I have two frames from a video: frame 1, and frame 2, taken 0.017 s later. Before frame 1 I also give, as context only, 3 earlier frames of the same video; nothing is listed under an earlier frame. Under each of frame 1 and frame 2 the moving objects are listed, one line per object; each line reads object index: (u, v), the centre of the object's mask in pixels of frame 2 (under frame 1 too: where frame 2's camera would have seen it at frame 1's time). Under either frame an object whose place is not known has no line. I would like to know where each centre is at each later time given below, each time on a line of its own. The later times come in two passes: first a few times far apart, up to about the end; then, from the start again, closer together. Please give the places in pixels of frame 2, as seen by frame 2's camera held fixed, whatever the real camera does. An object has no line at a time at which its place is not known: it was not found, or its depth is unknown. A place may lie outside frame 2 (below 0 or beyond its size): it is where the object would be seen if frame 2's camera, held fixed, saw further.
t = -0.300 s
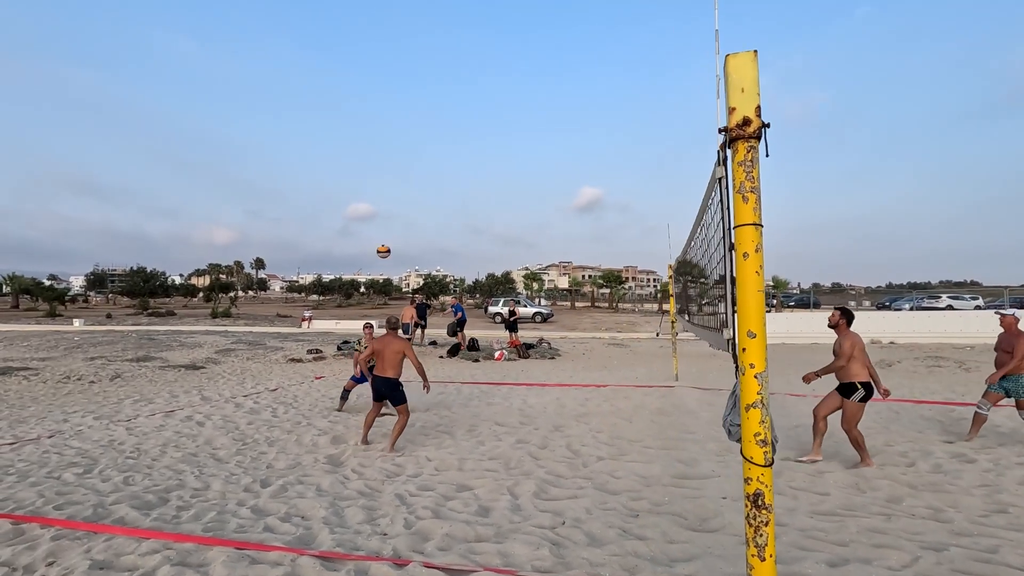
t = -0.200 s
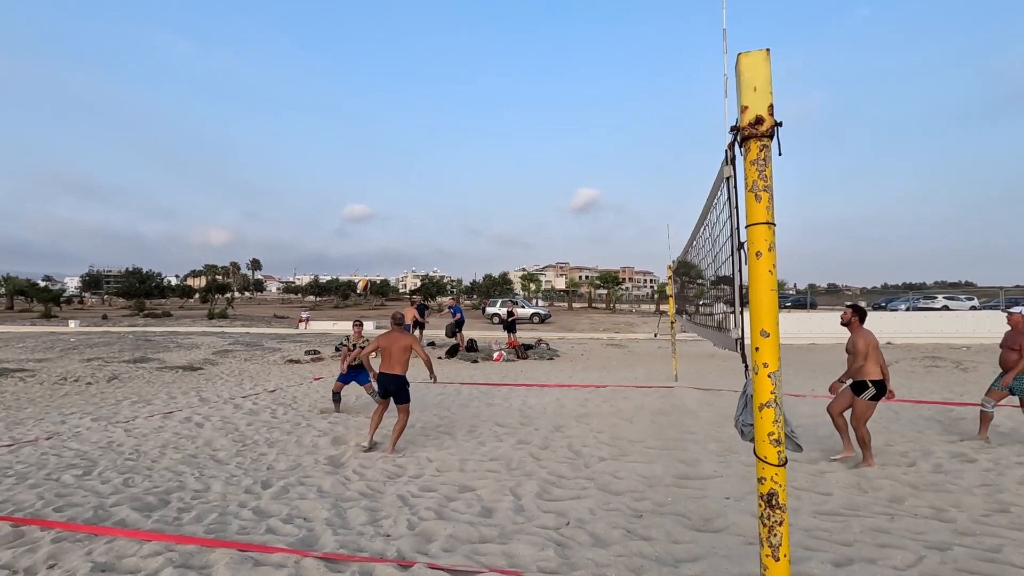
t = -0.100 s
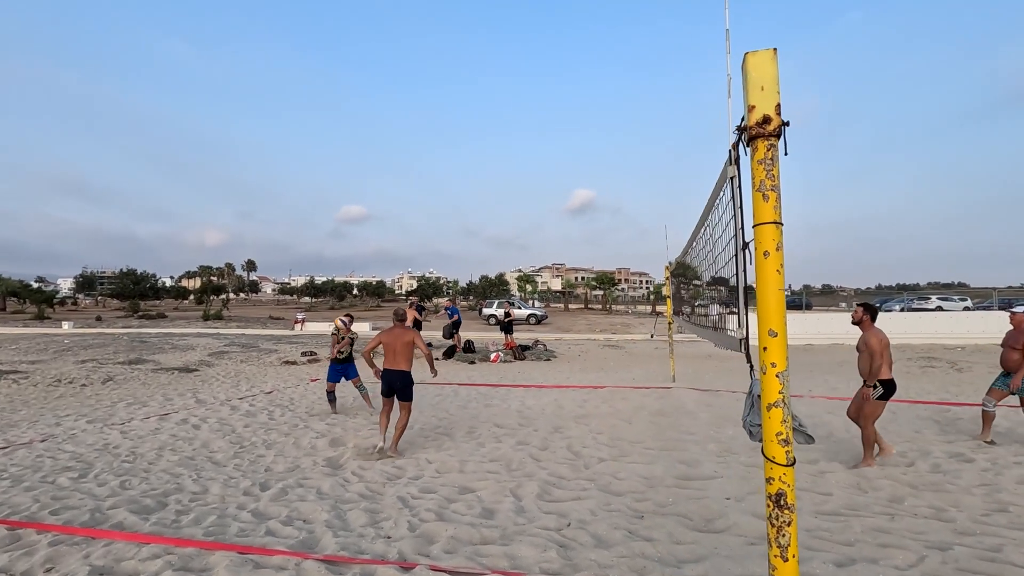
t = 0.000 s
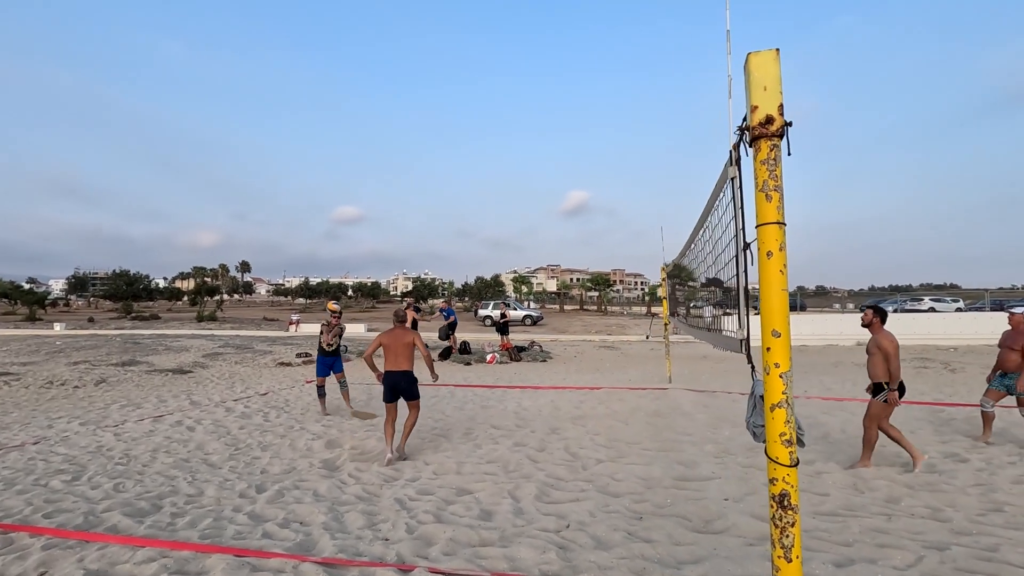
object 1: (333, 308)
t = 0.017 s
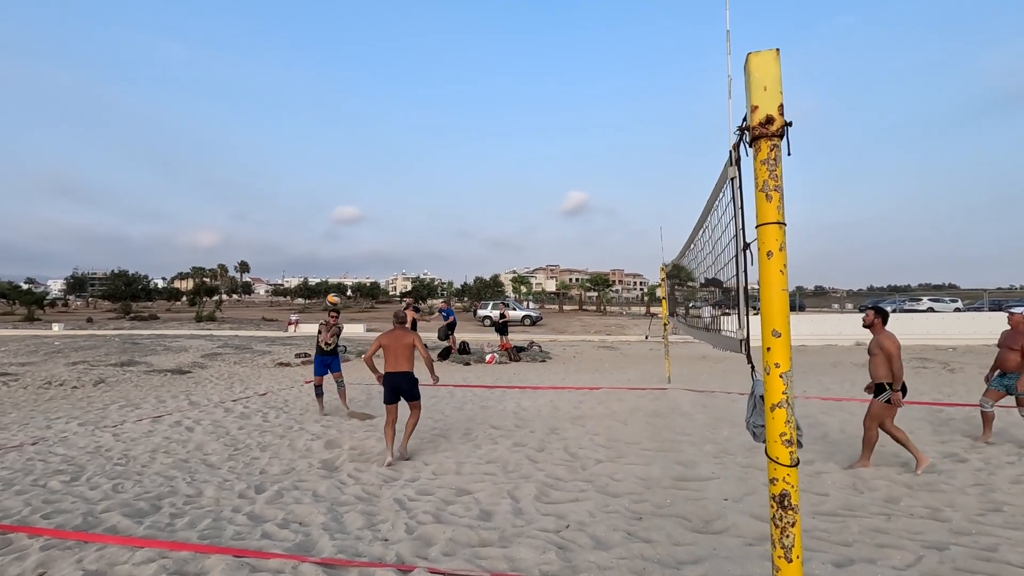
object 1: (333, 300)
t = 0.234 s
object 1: (343, 213)
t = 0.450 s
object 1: (357, 153)
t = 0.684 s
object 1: (374, 120)
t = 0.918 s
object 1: (397, 126)
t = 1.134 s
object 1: (424, 169)
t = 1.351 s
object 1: (455, 249)
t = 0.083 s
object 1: (337, 270)
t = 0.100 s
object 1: (337, 264)
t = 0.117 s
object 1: (338, 257)
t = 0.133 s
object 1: (339, 250)
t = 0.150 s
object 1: (339, 243)
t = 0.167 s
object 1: (340, 237)
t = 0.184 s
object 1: (341, 231)
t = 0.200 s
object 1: (342, 225)
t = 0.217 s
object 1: (342, 219)
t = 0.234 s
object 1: (343, 213)
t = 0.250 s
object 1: (344, 207)
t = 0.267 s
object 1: (345, 202)
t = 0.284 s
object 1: (346, 197)
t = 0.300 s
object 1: (347, 191)
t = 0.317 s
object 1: (348, 186)
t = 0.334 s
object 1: (349, 182)
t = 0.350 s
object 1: (350, 177)
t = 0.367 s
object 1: (351, 172)
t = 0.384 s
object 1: (352, 168)
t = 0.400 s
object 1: (353, 164)
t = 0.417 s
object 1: (354, 160)
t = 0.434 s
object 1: (355, 156)
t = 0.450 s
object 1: (357, 153)
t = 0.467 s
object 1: (358, 149)
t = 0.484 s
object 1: (359, 146)
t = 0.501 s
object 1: (360, 143)
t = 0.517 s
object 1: (361, 139)
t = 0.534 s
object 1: (362, 137)
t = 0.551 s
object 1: (364, 134)
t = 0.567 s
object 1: (365, 132)
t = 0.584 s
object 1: (366, 129)
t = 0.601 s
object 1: (368, 127)
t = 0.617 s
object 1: (369, 125)
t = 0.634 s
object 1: (370, 123)
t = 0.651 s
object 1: (372, 122)
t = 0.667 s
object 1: (373, 121)
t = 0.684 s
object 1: (374, 120)
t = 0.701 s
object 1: (376, 119)
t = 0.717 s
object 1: (377, 118)
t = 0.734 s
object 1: (379, 117)
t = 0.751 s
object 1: (380, 117)
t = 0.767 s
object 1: (382, 117)
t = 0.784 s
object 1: (383, 117)
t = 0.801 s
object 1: (385, 117)
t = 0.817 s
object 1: (387, 118)
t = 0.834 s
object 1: (388, 119)
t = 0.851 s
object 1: (390, 120)
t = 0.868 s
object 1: (392, 121)
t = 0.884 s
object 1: (394, 122)
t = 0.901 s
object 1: (395, 124)
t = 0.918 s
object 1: (397, 126)
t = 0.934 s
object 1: (399, 128)
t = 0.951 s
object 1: (401, 130)
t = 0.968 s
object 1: (403, 132)
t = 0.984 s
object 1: (405, 135)
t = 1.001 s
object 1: (407, 138)
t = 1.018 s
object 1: (409, 141)
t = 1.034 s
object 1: (411, 144)
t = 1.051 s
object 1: (413, 148)
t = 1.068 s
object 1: (415, 152)
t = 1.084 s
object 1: (417, 156)
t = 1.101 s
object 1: (419, 160)
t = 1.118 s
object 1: (422, 164)
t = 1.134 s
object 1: (424, 169)
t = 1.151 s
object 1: (426, 174)
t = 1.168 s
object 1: (428, 179)
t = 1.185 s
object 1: (430, 184)
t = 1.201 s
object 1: (433, 190)
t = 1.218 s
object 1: (435, 196)
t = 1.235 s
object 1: (438, 202)
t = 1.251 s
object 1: (440, 208)
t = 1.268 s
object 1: (443, 214)
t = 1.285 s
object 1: (445, 221)
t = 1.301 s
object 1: (448, 227)
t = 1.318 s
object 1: (450, 234)
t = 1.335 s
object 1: (453, 242)
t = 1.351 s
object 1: (455, 249)
